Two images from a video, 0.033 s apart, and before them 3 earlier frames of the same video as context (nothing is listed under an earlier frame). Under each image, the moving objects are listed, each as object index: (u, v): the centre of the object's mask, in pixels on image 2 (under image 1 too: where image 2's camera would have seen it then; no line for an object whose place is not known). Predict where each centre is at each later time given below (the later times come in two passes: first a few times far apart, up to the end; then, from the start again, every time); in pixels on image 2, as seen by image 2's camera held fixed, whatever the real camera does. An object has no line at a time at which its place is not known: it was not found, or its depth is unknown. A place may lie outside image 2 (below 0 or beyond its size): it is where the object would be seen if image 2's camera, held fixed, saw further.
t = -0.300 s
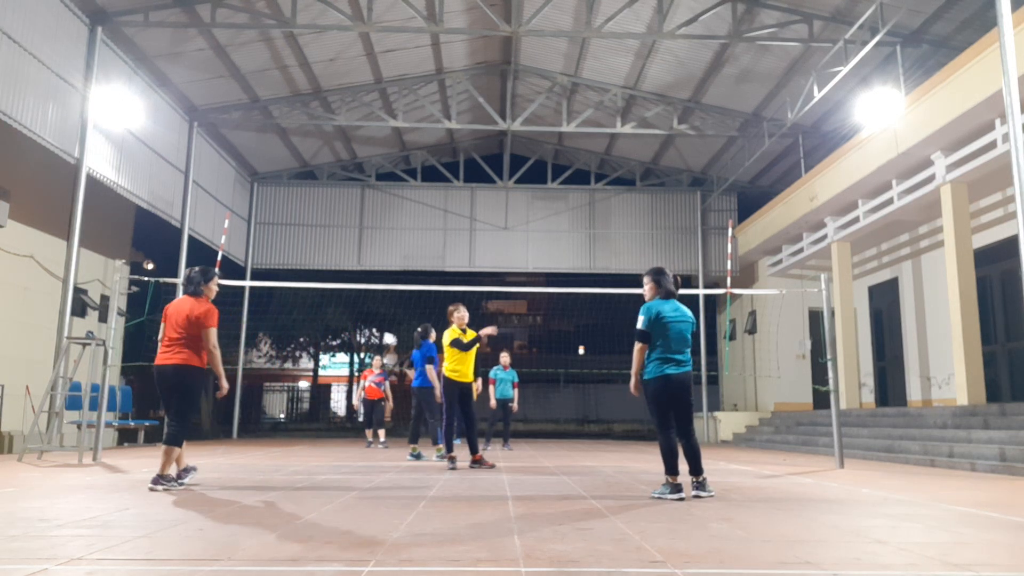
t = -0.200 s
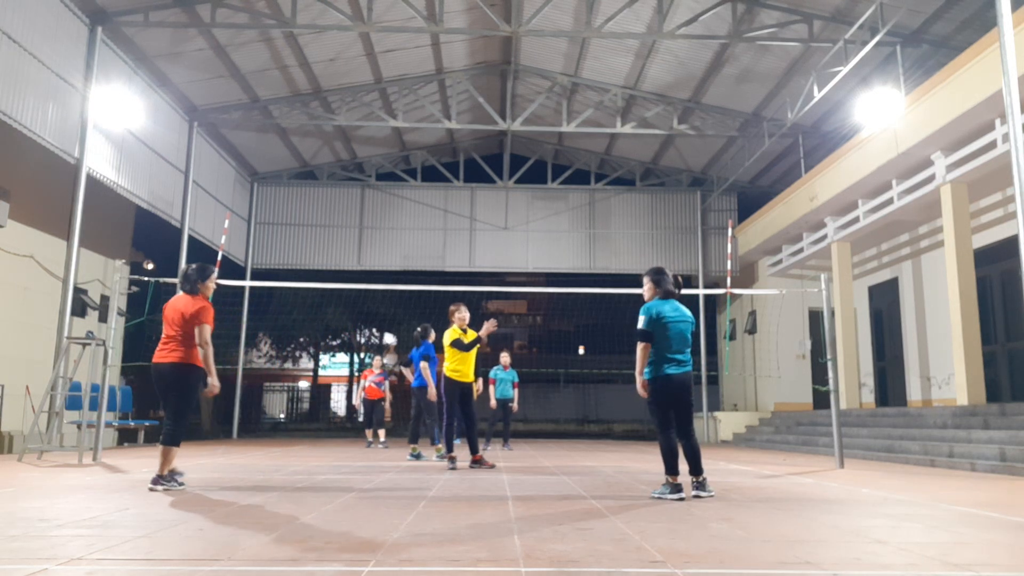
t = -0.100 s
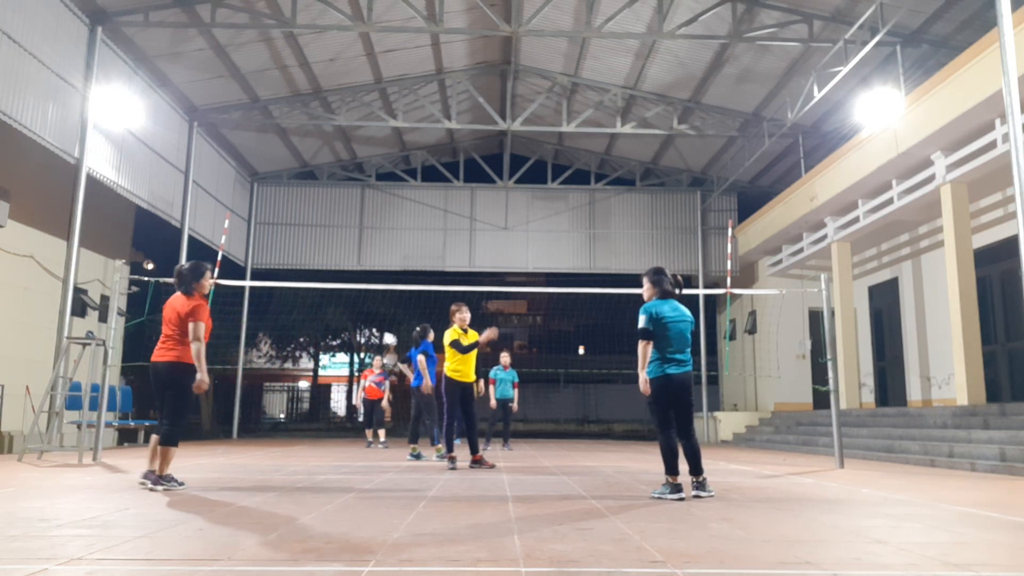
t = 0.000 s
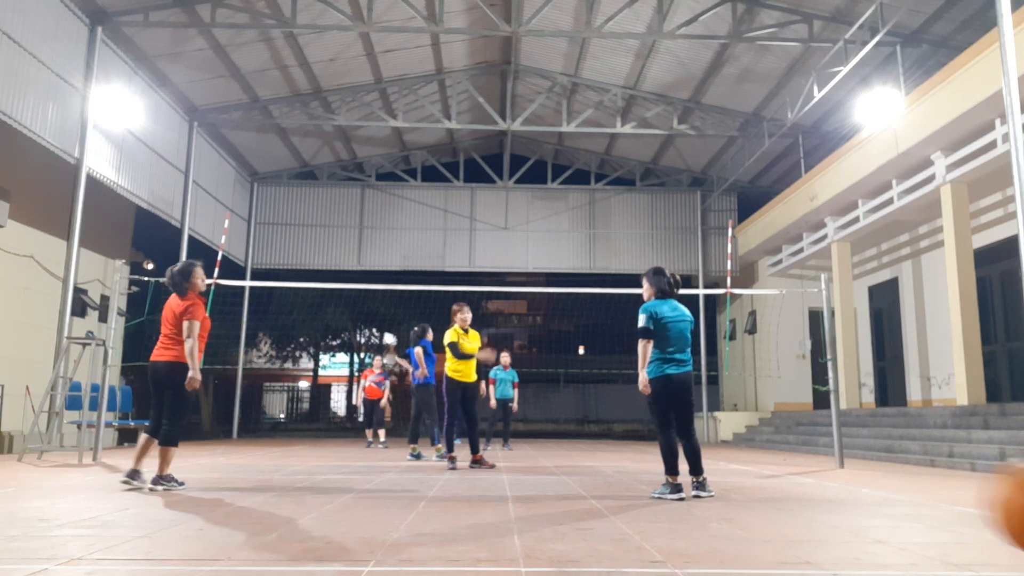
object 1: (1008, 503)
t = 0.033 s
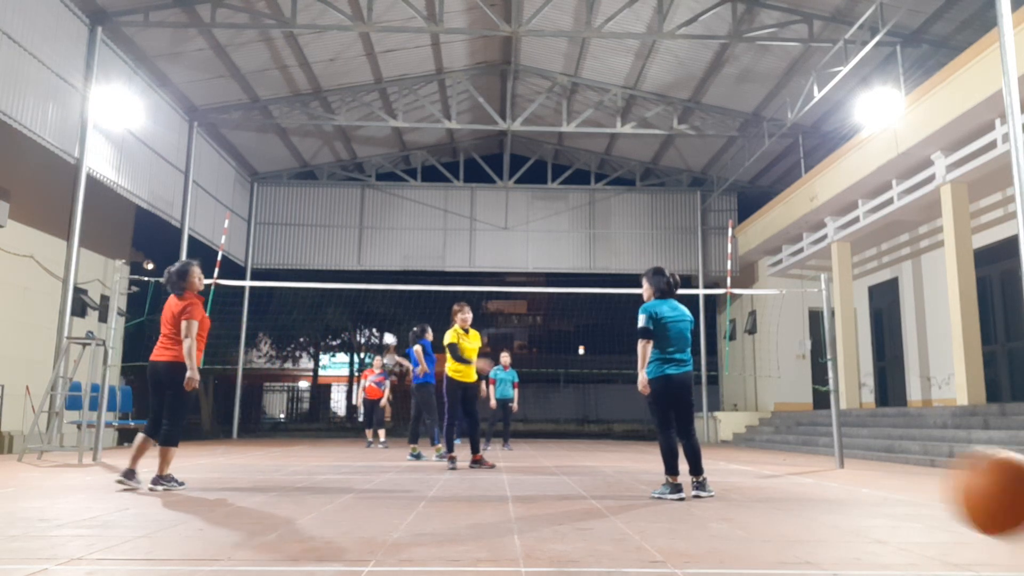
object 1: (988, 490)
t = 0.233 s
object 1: (810, 493)
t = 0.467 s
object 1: (669, 481)
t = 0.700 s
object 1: (580, 499)
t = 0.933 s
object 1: (514, 472)
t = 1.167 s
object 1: (463, 468)
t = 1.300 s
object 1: (440, 471)
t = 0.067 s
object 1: (957, 479)
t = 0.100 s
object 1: (923, 474)
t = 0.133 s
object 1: (893, 473)
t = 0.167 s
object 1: (860, 477)
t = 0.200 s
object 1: (834, 484)
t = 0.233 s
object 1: (810, 493)
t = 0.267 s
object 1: (783, 507)
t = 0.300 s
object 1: (763, 519)
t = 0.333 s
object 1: (741, 528)
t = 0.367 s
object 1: (720, 512)
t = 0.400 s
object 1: (703, 499)
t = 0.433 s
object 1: (685, 488)
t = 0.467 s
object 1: (669, 481)
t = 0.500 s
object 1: (655, 475)
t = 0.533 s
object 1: (640, 472)
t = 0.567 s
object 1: (626, 473)
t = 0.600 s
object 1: (614, 477)
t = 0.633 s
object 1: (602, 483)
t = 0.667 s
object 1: (590, 492)
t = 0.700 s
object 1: (580, 499)
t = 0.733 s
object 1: (568, 490)
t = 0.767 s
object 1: (558, 480)
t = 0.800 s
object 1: (548, 474)
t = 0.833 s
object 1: (539, 471)
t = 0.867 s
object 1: (530, 469)
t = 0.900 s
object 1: (522, 470)
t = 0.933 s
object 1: (514, 472)
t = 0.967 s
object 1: (506, 477)
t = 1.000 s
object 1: (499, 482)
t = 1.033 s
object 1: (490, 480)
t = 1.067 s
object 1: (483, 473)
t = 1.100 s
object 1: (476, 470)
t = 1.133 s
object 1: (469, 468)
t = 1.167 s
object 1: (463, 468)
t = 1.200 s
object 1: (457, 469)
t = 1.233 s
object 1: (452, 472)
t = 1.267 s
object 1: (446, 475)
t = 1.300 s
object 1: (440, 471)
